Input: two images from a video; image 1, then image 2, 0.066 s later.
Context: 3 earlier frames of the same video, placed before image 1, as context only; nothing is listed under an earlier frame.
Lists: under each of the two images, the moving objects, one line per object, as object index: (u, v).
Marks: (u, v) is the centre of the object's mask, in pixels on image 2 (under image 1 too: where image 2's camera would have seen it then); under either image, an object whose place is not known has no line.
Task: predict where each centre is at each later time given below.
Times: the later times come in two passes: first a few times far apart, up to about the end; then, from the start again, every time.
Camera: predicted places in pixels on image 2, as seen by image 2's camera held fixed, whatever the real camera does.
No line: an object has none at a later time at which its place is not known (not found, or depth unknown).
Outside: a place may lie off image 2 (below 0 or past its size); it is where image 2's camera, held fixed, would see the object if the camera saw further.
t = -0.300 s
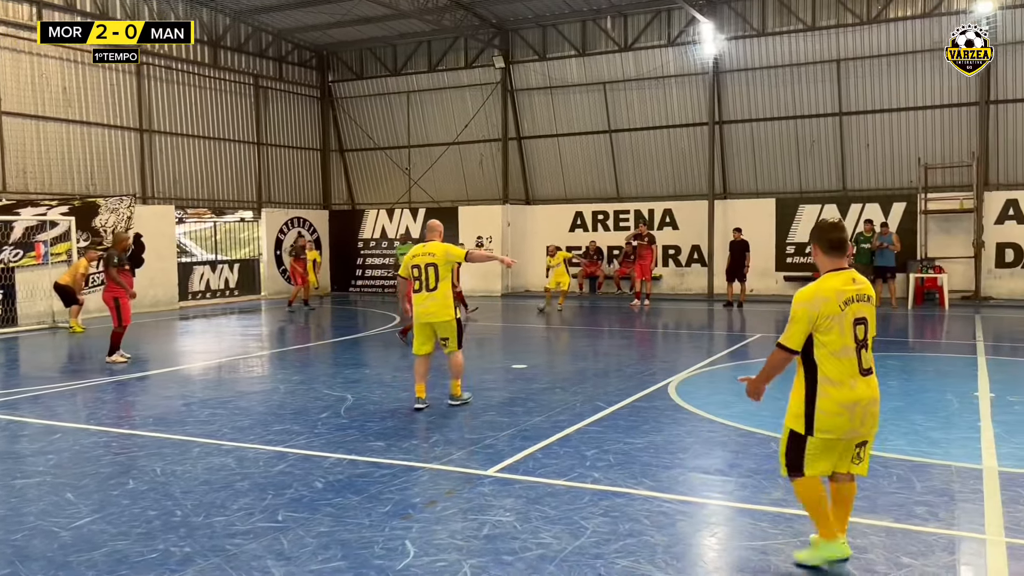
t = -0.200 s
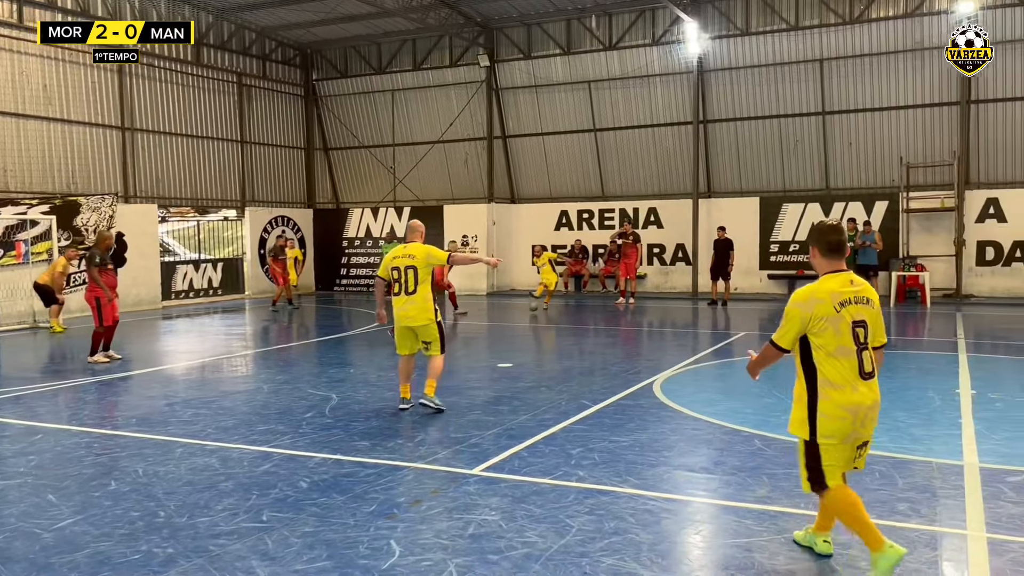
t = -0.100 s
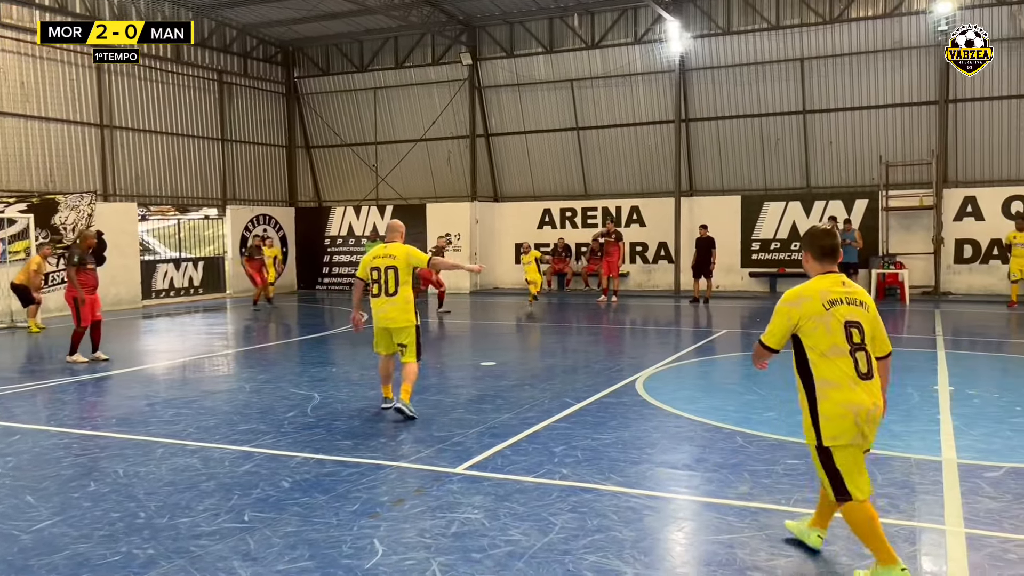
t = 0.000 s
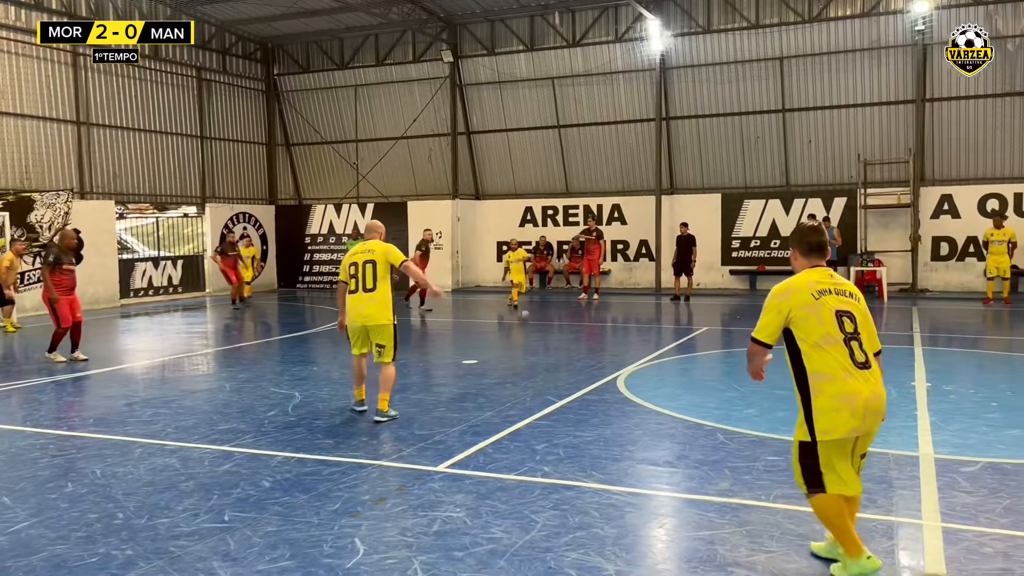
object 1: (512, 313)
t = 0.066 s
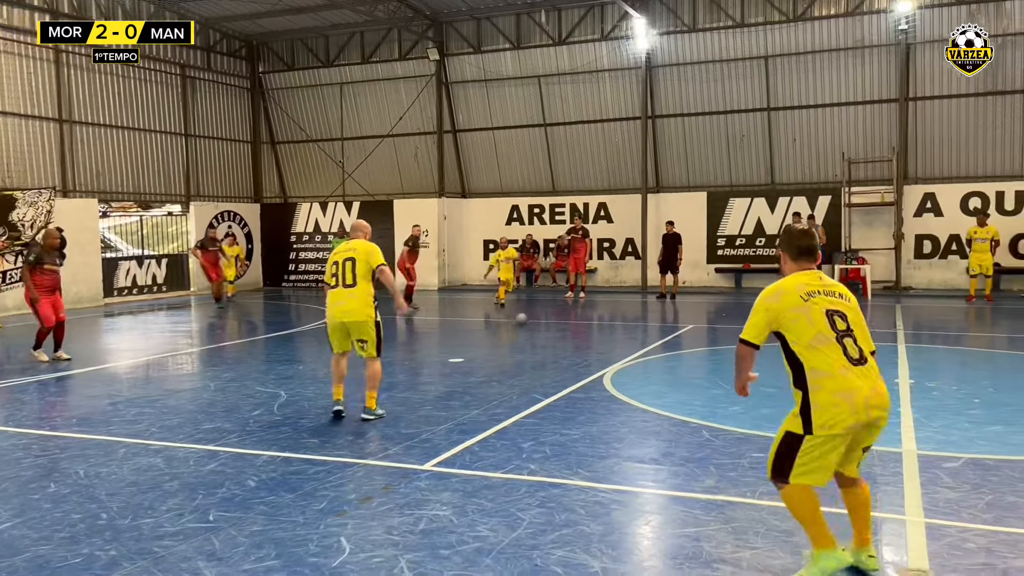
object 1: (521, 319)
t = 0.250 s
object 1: (555, 333)
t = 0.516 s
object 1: (625, 360)
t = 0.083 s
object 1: (524, 320)
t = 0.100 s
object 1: (527, 322)
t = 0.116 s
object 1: (530, 322)
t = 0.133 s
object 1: (532, 324)
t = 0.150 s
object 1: (536, 325)
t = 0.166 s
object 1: (539, 327)
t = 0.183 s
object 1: (542, 328)
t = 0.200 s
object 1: (545, 330)
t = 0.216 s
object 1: (548, 330)
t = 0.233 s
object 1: (552, 332)
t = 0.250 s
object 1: (555, 333)
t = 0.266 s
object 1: (558, 334)
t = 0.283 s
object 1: (563, 335)
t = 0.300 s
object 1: (565, 338)
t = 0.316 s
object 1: (570, 339)
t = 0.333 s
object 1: (573, 340)
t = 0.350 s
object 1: (578, 342)
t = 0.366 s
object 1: (582, 343)
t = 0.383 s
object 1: (586, 346)
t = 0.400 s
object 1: (591, 348)
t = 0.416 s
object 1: (596, 349)
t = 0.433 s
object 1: (600, 350)
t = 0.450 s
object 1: (604, 352)
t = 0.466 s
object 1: (608, 354)
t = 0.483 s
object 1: (614, 356)
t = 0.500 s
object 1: (619, 357)
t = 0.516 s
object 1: (625, 360)
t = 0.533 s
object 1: (630, 362)
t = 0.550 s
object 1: (636, 363)
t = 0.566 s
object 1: (641, 365)
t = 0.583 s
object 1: (647, 368)
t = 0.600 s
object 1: (653, 370)
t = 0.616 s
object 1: (659, 372)
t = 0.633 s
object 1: (666, 374)
